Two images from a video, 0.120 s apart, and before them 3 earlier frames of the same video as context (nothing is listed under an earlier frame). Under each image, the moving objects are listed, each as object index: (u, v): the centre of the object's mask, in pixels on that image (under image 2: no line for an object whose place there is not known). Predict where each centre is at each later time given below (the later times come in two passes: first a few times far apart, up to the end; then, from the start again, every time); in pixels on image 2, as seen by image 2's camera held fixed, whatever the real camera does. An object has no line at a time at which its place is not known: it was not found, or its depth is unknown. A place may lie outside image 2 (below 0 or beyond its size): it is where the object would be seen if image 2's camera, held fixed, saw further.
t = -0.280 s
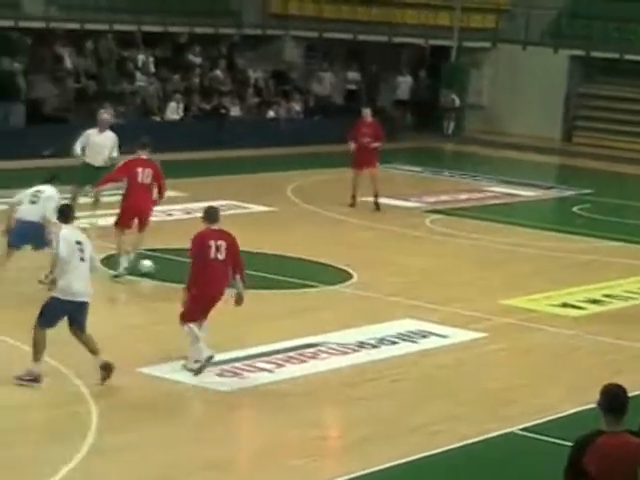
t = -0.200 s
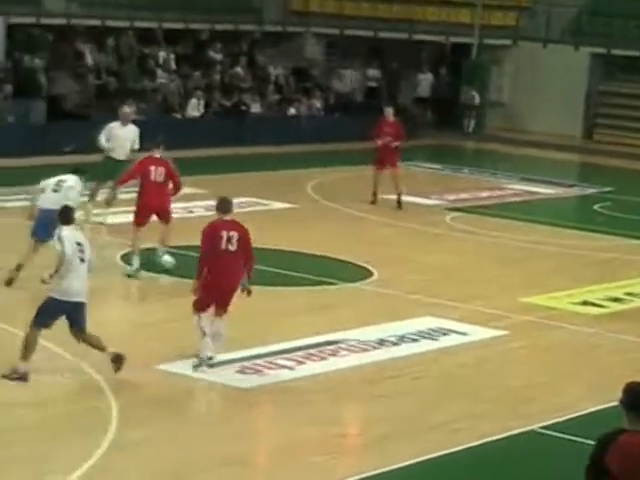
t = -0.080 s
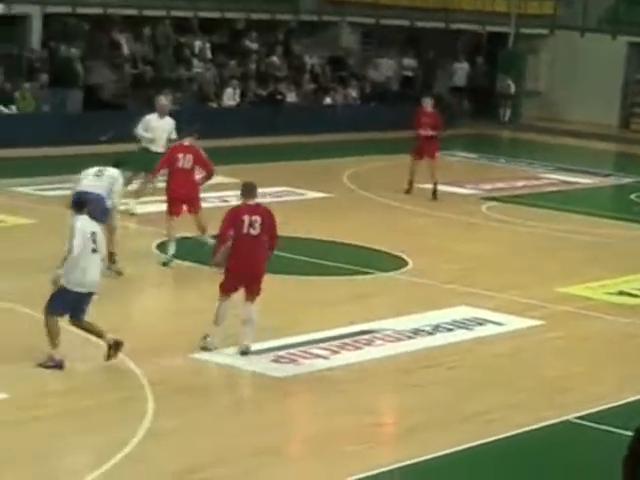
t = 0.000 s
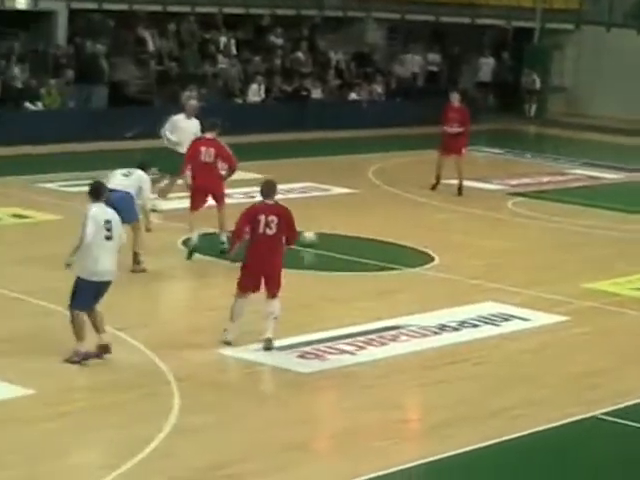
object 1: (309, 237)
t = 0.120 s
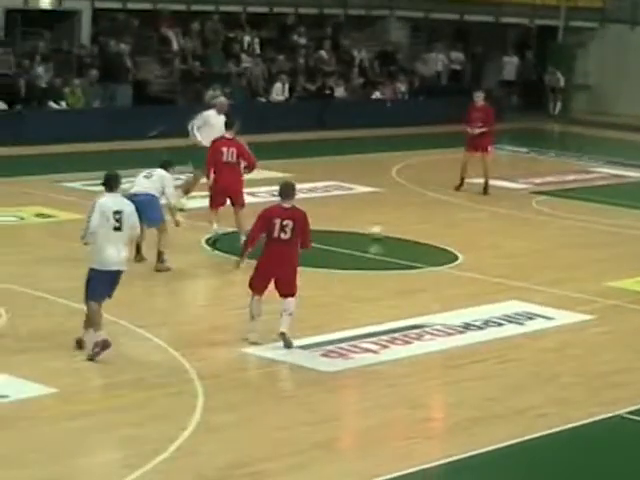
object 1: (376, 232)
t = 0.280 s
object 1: (426, 228)
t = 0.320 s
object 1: (437, 227)
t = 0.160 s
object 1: (390, 230)
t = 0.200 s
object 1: (403, 231)
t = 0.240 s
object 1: (415, 229)
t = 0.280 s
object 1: (426, 228)
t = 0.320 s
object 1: (437, 227)
